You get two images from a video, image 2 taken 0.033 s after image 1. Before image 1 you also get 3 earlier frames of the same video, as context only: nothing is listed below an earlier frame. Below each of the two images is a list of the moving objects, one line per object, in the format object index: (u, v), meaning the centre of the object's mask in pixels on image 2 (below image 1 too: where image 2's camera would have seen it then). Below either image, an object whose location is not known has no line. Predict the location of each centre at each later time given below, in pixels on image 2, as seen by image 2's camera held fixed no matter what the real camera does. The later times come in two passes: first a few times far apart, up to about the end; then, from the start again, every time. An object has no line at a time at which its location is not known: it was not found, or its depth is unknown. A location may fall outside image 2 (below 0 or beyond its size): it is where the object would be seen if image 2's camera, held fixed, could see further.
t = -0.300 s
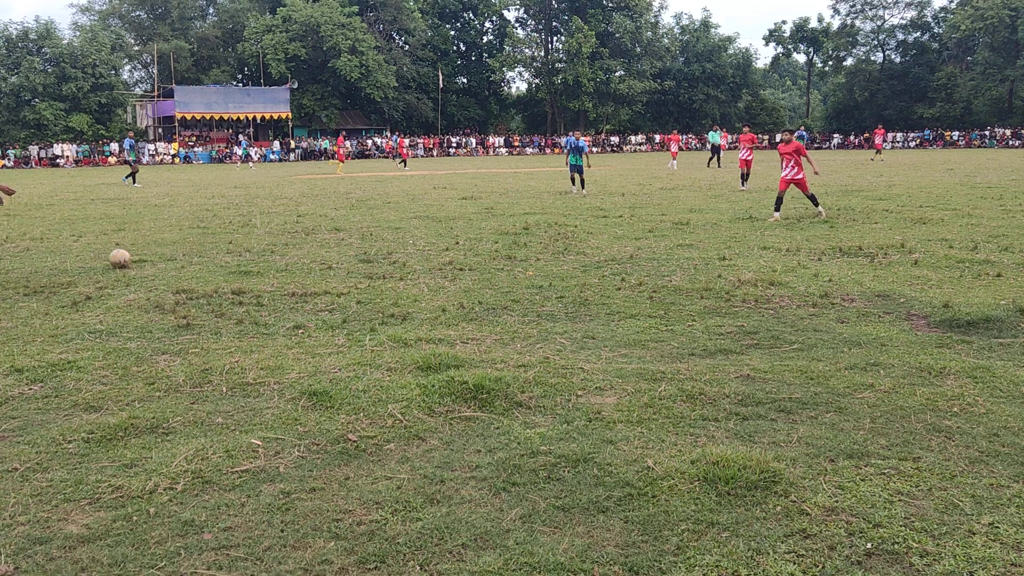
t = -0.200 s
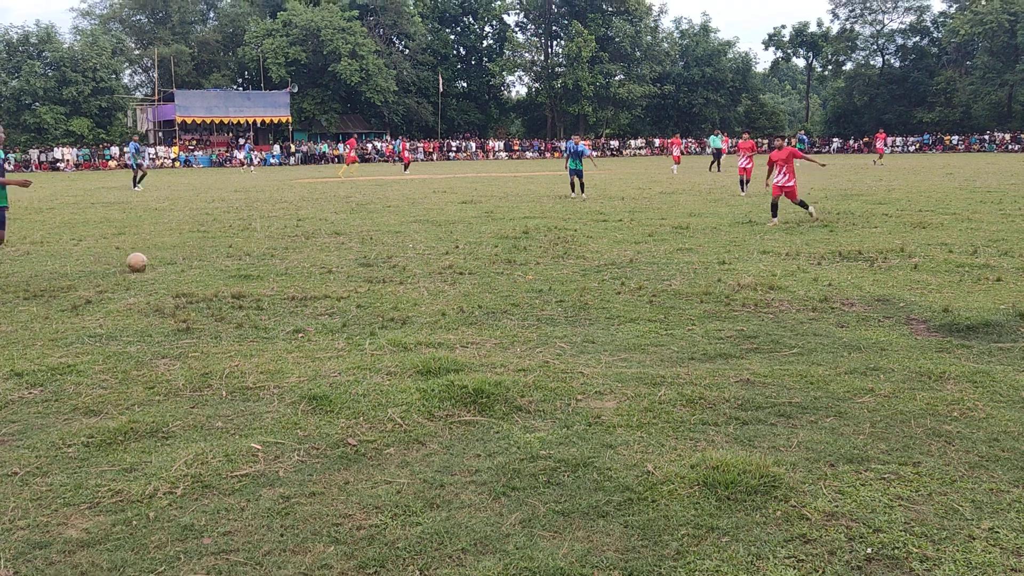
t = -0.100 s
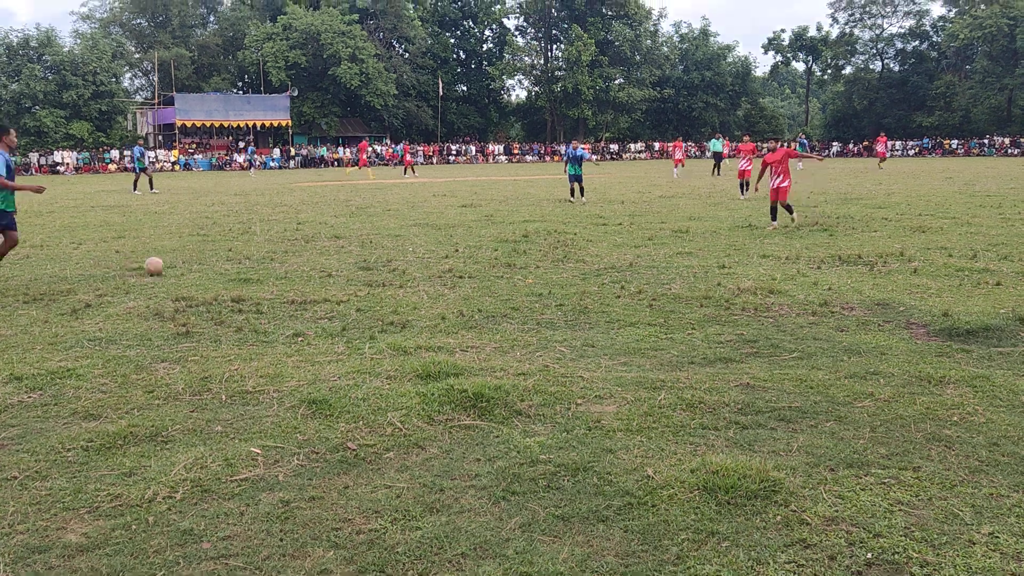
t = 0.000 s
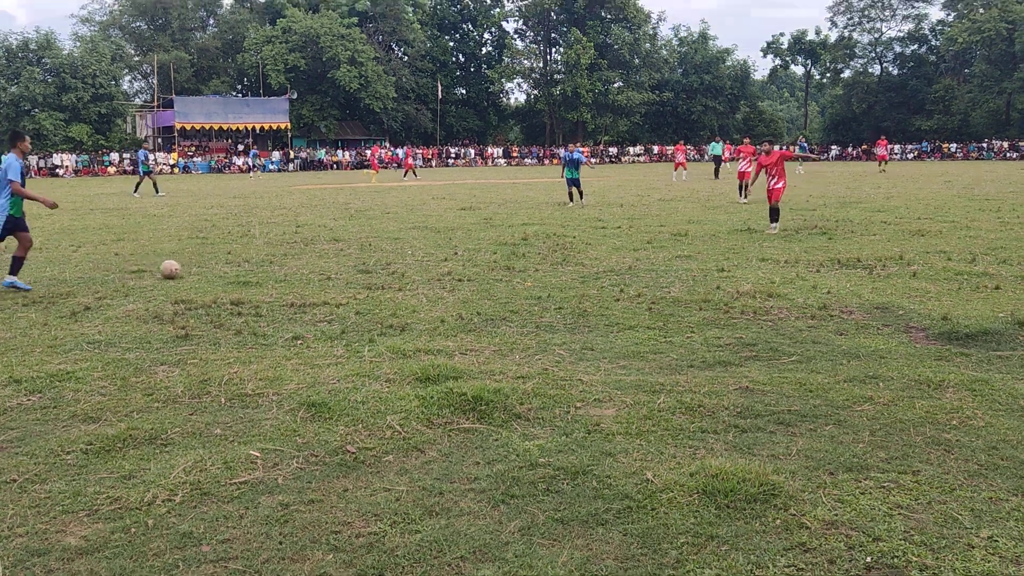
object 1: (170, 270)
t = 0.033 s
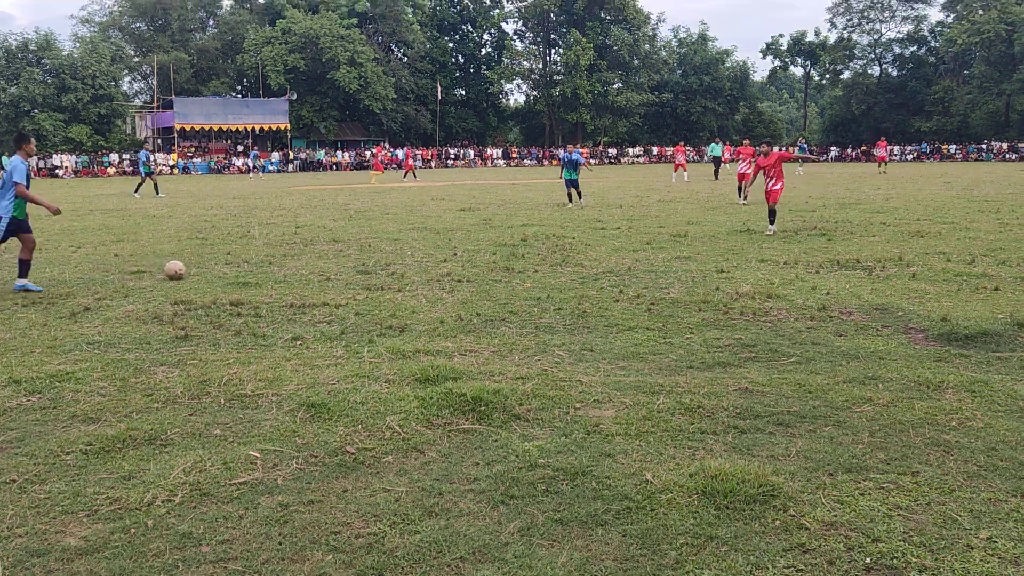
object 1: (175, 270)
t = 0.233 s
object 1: (204, 271)
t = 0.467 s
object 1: (235, 271)
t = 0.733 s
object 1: (267, 272)
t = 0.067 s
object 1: (180, 270)
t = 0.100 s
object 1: (184, 270)
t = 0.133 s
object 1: (189, 271)
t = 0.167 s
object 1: (195, 271)
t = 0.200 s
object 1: (199, 270)
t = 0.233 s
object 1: (204, 271)
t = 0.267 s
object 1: (209, 271)
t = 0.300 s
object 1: (213, 271)
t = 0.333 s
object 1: (218, 271)
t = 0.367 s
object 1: (222, 271)
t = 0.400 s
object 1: (226, 271)
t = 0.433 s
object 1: (231, 271)
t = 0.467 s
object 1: (235, 271)
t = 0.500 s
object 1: (239, 271)
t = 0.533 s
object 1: (243, 271)
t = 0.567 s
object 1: (247, 271)
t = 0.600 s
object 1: (251, 272)
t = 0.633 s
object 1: (255, 272)
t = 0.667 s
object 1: (259, 273)
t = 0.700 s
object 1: (263, 272)
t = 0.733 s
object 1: (267, 272)
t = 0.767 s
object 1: (270, 273)
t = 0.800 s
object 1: (274, 273)
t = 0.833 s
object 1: (277, 273)
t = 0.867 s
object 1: (280, 273)
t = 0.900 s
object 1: (284, 273)
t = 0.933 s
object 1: (287, 274)
